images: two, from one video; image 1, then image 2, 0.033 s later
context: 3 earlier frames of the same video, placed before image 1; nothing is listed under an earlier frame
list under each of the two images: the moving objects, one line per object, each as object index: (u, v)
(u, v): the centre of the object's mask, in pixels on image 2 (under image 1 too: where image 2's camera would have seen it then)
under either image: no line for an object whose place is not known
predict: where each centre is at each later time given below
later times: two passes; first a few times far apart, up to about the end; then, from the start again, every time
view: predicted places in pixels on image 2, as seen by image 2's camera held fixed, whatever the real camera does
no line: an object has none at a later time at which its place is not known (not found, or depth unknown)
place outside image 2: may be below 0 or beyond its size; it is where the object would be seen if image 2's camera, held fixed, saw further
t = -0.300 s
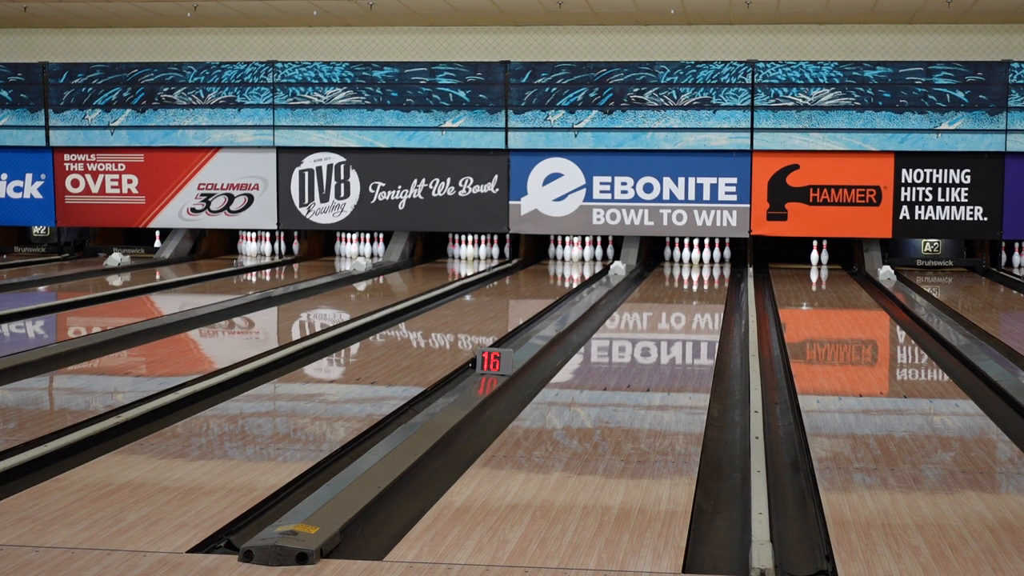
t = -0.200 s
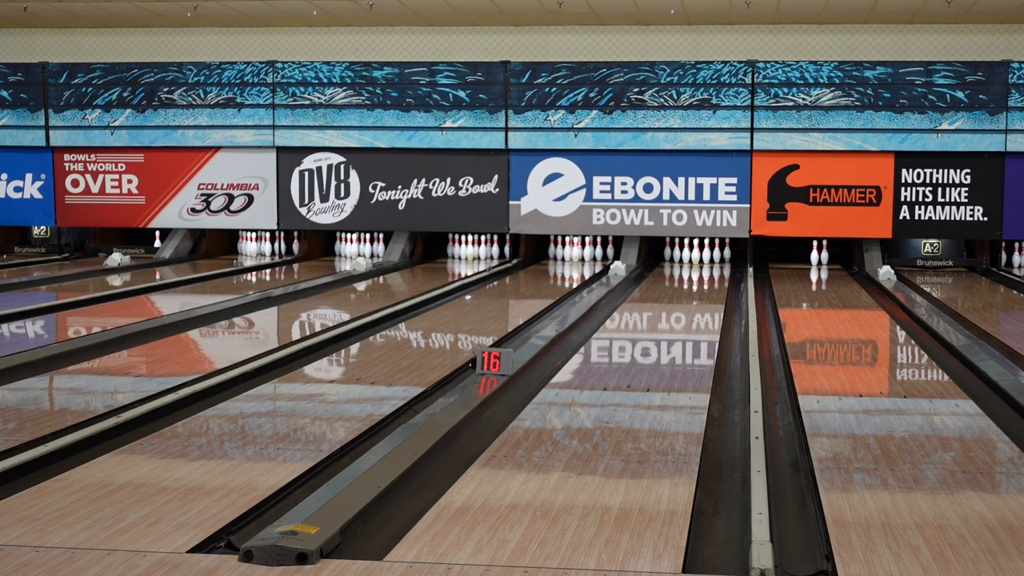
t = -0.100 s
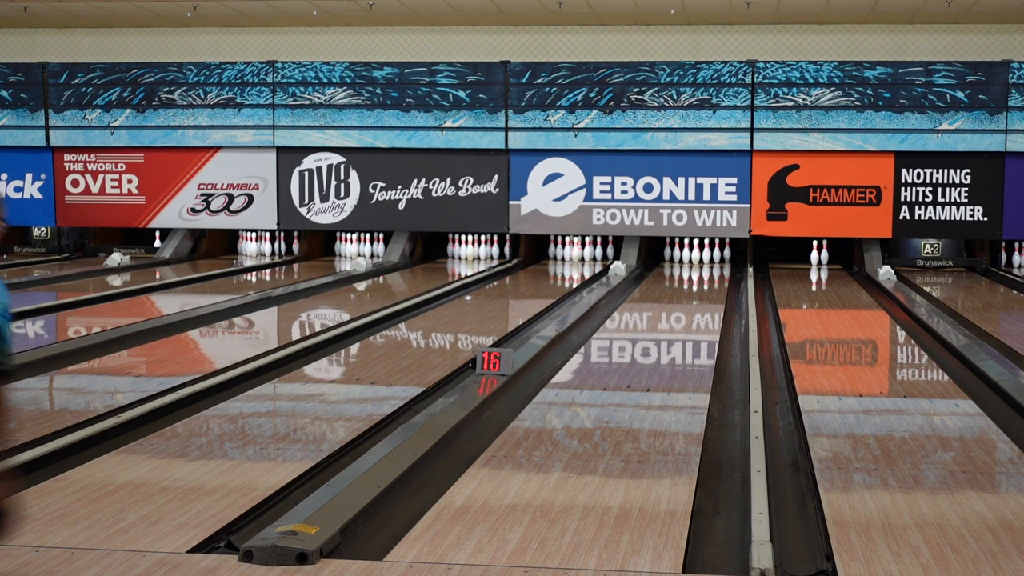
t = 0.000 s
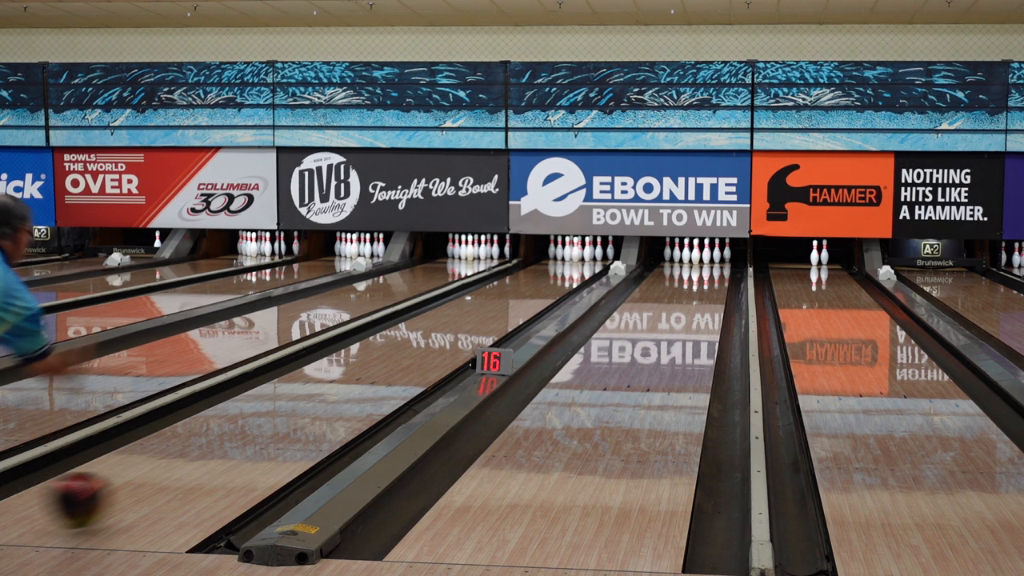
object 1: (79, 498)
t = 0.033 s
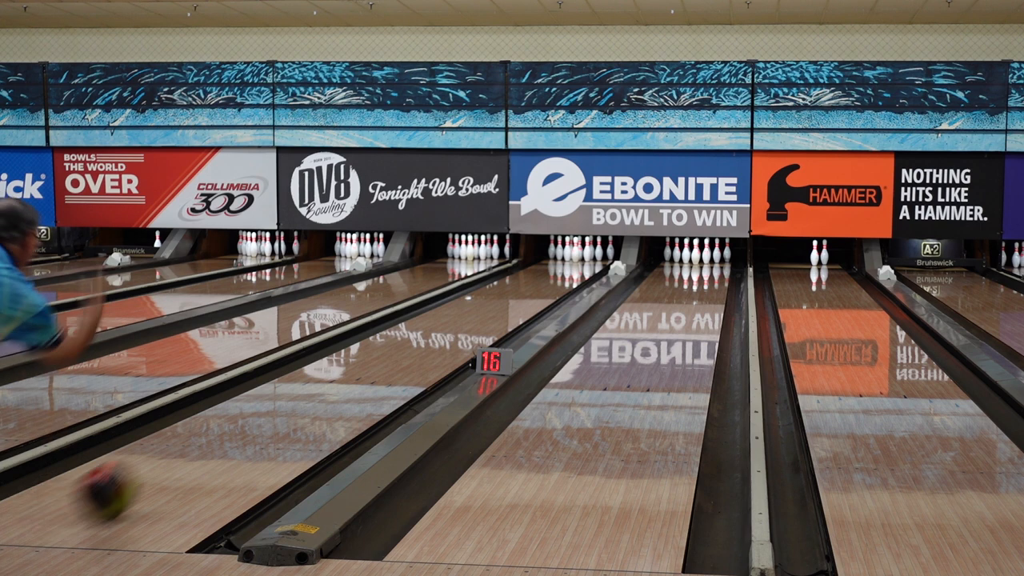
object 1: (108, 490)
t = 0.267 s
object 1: (249, 424)
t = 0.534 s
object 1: (352, 373)
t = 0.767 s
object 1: (413, 344)
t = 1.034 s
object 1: (462, 320)
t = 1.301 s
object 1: (499, 302)
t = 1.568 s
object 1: (527, 287)
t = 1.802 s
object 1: (547, 277)
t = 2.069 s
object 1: (562, 269)
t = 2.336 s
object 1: (570, 261)
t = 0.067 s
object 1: (134, 476)
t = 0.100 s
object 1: (156, 467)
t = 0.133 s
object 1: (176, 458)
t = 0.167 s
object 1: (196, 448)
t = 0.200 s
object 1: (215, 440)
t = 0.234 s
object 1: (233, 431)
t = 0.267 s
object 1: (249, 424)
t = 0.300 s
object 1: (265, 416)
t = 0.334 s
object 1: (280, 409)
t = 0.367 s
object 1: (292, 403)
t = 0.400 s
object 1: (306, 396)
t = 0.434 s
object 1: (318, 390)
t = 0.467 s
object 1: (330, 385)
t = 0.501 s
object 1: (342, 378)
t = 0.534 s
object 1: (352, 373)
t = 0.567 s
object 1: (361, 369)
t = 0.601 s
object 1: (371, 364)
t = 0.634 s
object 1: (380, 360)
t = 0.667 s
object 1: (388, 357)
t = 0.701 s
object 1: (397, 353)
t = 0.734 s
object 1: (404, 348)
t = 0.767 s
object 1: (413, 344)
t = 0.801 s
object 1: (420, 341)
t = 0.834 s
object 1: (426, 338)
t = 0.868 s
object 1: (433, 334)
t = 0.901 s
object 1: (439, 332)
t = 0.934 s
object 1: (445, 328)
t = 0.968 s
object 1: (451, 325)
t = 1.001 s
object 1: (457, 322)
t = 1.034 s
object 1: (462, 320)
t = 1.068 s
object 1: (467, 317)
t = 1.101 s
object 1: (472, 314)
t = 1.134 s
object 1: (477, 312)
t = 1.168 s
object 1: (482, 310)
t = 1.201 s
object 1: (486, 307)
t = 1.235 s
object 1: (491, 305)
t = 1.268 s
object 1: (495, 303)
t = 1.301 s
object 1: (499, 302)
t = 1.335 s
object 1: (503, 299)
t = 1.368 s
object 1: (507, 297)
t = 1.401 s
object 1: (510, 296)
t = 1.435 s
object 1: (514, 294)
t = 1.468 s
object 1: (518, 292)
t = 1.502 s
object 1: (521, 290)
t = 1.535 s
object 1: (524, 289)
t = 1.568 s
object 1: (527, 287)
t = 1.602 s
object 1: (530, 285)
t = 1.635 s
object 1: (533, 283)
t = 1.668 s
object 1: (536, 282)
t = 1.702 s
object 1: (538, 281)
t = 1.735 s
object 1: (542, 280)
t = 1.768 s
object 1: (544, 278)
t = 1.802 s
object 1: (547, 277)
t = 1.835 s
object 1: (549, 276)
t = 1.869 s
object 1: (551, 274)
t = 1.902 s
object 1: (553, 273)
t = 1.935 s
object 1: (555, 272)
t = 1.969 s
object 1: (557, 271)
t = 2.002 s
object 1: (559, 270)
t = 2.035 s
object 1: (561, 270)
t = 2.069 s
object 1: (562, 269)
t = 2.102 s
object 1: (564, 268)
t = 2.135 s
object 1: (565, 266)
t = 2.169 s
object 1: (566, 265)
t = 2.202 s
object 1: (568, 264)
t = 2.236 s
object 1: (568, 264)
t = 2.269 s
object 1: (569, 263)
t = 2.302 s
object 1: (570, 262)
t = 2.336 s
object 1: (570, 261)
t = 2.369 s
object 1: (571, 260)
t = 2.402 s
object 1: (572, 260)
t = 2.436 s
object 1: (573, 259)
